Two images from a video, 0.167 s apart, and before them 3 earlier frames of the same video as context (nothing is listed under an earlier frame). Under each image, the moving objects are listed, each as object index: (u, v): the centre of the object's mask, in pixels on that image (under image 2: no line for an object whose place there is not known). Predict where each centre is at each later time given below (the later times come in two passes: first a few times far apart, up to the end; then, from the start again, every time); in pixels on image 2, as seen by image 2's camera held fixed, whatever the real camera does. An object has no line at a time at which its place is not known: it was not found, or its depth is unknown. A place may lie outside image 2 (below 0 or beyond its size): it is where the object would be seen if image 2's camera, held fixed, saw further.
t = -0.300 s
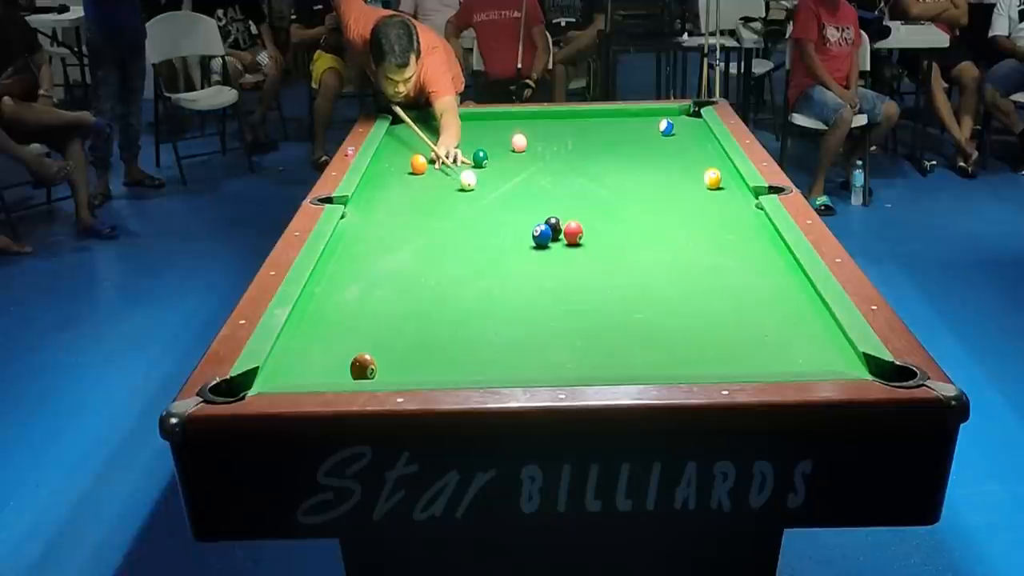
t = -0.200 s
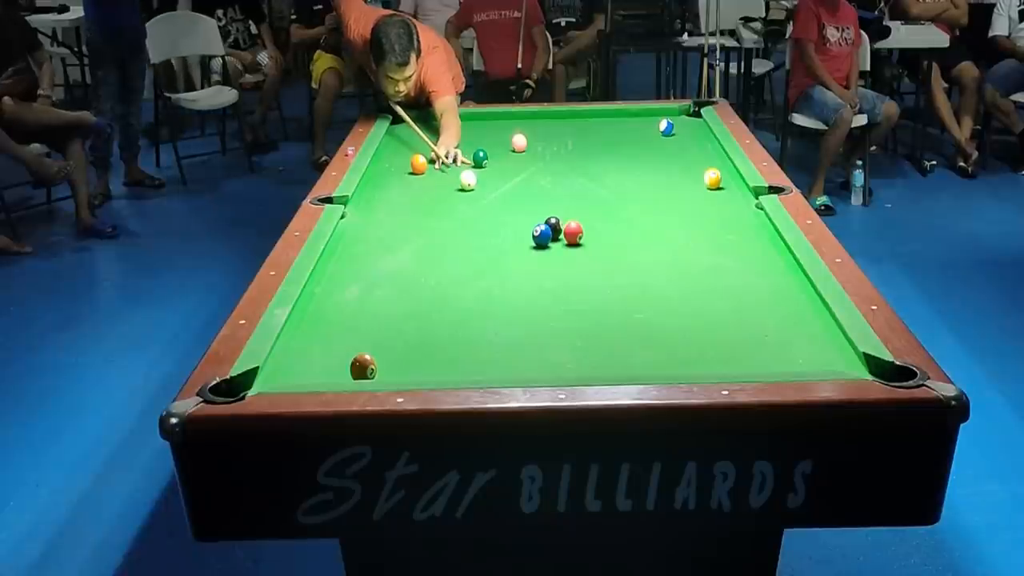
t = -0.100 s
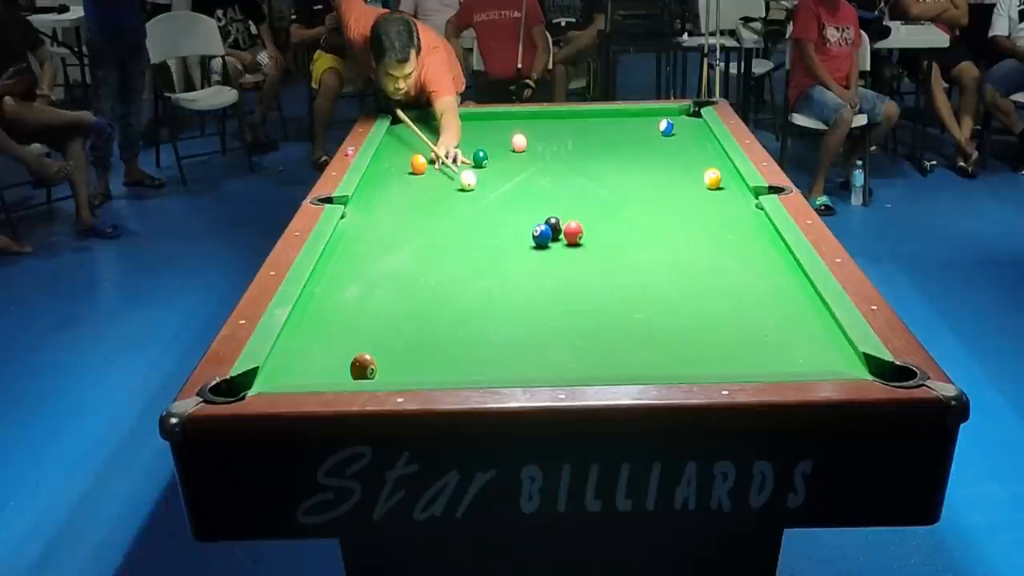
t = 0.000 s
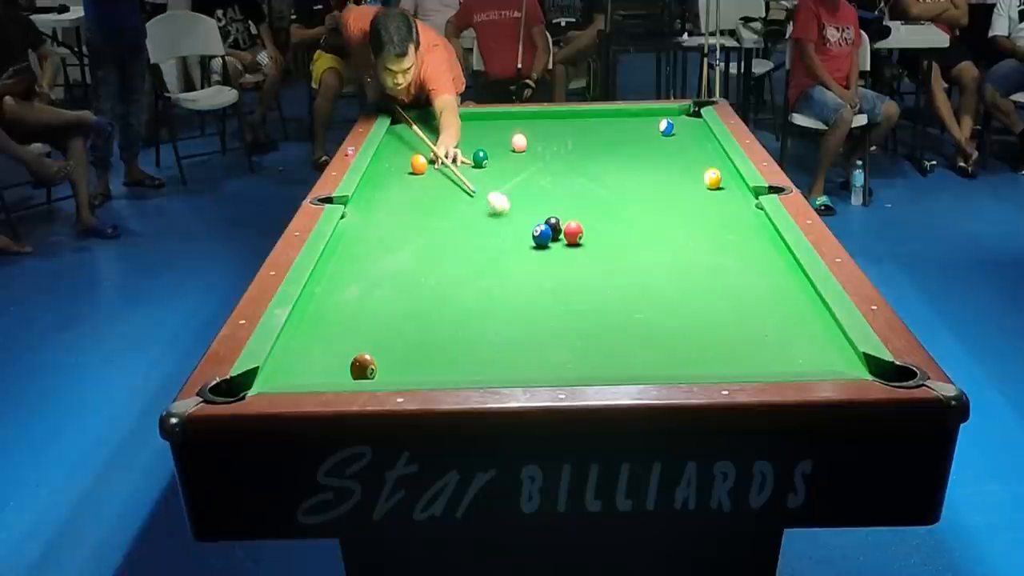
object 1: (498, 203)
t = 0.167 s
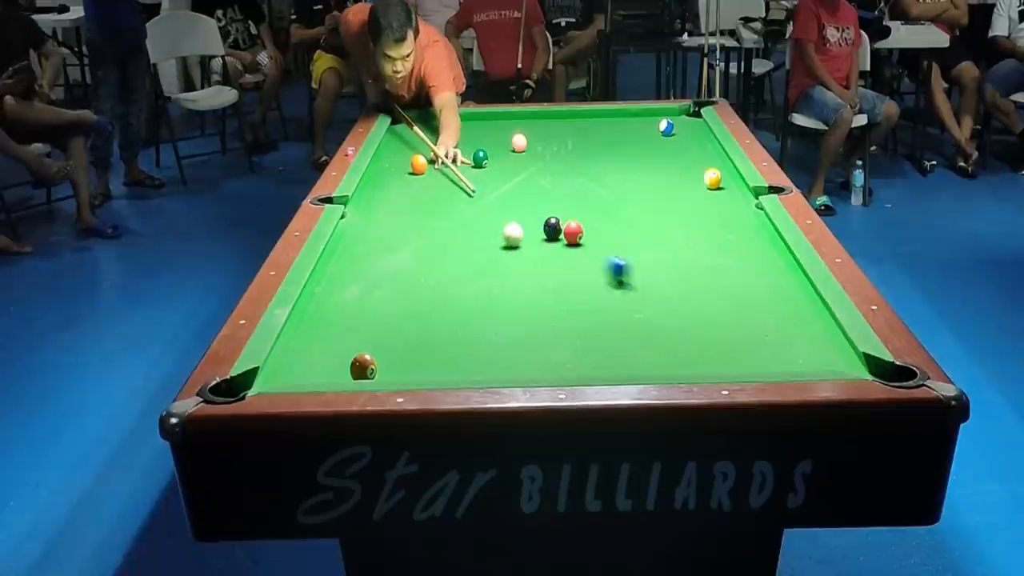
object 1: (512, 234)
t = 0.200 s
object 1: (507, 236)
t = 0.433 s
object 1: (469, 243)
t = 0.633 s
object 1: (437, 250)
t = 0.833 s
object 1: (405, 257)
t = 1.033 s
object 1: (374, 263)
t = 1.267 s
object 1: (338, 271)
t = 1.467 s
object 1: (325, 274)
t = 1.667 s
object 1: (337, 275)
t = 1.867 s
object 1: (346, 275)
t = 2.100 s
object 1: (356, 276)
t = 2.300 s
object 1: (362, 277)
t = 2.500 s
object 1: (367, 277)
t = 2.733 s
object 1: (372, 278)
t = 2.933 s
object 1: (374, 278)
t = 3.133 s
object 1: (375, 278)
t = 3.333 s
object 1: (375, 278)
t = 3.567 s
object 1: (375, 278)
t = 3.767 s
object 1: (375, 278)
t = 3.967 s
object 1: (375, 278)
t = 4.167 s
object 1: (375, 278)
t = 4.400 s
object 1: (375, 278)
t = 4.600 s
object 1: (375, 278)
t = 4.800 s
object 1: (375, 278)
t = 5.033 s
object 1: (375, 278)
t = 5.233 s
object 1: (375, 278)
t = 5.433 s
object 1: (375, 278)
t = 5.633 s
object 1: (375, 278)
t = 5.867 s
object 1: (375, 278)
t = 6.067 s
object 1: (375, 278)
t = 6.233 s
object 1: (375, 278)
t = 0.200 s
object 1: (507, 236)
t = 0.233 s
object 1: (502, 237)
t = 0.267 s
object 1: (496, 238)
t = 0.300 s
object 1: (491, 239)
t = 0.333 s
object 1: (485, 240)
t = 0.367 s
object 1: (480, 241)
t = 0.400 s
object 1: (475, 242)
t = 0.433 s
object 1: (469, 243)
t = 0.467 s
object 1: (464, 245)
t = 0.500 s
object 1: (459, 246)
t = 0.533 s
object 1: (453, 247)
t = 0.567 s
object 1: (448, 248)
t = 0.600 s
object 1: (442, 249)
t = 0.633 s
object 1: (437, 250)
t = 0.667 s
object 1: (432, 251)
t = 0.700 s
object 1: (426, 252)
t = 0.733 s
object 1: (421, 253)
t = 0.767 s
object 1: (416, 255)
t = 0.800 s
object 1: (411, 256)
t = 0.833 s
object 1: (405, 257)
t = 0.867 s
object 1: (400, 258)
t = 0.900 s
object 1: (395, 259)
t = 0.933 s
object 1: (390, 260)
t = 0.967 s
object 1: (384, 261)
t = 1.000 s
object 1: (379, 262)
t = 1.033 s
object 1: (374, 263)
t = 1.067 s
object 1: (368, 264)
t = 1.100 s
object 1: (363, 266)
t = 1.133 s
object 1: (358, 266)
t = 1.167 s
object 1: (353, 268)
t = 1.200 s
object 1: (348, 269)
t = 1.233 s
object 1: (343, 270)
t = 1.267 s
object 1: (338, 271)
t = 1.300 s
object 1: (333, 272)
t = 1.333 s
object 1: (328, 273)
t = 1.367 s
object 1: (323, 274)
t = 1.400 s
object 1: (322, 274)
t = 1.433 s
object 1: (323, 274)
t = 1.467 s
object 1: (325, 274)
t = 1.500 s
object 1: (327, 274)
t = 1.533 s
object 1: (329, 275)
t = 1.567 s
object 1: (331, 275)
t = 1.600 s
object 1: (333, 275)
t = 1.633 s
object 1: (335, 275)
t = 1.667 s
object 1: (337, 275)
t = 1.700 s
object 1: (338, 275)
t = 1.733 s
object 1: (340, 275)
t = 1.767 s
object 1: (341, 275)
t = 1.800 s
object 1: (343, 275)
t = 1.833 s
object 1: (345, 275)
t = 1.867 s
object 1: (346, 275)
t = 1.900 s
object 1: (348, 276)
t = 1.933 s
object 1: (349, 276)
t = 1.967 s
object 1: (351, 275)
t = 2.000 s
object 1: (352, 276)
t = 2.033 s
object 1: (353, 276)
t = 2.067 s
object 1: (355, 276)
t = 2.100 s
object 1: (356, 276)
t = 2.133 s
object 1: (357, 276)
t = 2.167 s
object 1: (358, 276)
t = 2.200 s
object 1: (360, 276)
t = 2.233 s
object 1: (361, 276)
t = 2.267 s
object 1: (361, 276)
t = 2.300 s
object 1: (362, 277)
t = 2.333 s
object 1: (363, 277)
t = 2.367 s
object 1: (364, 277)
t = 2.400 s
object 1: (365, 277)
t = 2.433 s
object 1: (366, 277)
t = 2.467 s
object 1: (366, 277)
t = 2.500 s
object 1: (367, 277)
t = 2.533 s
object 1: (368, 277)
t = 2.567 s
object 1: (369, 277)
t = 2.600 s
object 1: (369, 277)
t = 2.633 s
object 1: (370, 277)
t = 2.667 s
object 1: (370, 277)
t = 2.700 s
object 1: (371, 278)
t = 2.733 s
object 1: (372, 278)
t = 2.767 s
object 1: (372, 278)
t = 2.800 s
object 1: (372, 278)
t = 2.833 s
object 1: (373, 278)
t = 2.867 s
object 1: (373, 278)
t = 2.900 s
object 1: (374, 278)
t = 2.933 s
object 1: (374, 278)
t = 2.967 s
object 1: (374, 278)
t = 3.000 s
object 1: (374, 278)
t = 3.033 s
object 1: (375, 278)
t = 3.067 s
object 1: (375, 278)
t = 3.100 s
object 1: (375, 278)
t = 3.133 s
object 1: (375, 278)
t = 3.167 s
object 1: (375, 278)
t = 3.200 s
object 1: (375, 278)
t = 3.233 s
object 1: (375, 278)
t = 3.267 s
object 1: (375, 278)
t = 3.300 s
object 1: (375, 278)
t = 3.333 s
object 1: (375, 278)
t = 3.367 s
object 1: (375, 278)
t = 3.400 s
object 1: (375, 278)
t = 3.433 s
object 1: (375, 278)
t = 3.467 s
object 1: (375, 278)
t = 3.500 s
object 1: (375, 278)
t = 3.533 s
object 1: (375, 278)
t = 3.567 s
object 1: (375, 278)
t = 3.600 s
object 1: (375, 278)
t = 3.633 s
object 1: (375, 278)
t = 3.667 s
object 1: (375, 278)
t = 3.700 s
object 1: (375, 278)
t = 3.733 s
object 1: (375, 278)
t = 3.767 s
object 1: (375, 278)
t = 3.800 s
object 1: (375, 278)
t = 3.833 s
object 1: (375, 278)
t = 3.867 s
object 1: (375, 278)
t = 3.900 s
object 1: (375, 278)
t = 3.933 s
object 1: (375, 278)
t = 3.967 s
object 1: (375, 278)
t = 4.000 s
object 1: (375, 278)
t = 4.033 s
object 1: (375, 278)
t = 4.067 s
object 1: (375, 278)
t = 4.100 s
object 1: (375, 278)
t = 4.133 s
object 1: (375, 278)
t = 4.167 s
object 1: (375, 278)
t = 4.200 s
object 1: (375, 278)
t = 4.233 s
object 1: (375, 278)
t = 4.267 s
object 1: (375, 278)
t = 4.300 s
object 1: (375, 278)
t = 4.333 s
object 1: (375, 278)
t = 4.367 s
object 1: (375, 278)
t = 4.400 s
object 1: (375, 278)
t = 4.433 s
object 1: (375, 278)
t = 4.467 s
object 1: (375, 278)
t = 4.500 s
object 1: (375, 278)
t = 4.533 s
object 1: (375, 278)
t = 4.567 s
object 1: (375, 278)
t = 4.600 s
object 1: (375, 278)
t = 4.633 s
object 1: (375, 278)
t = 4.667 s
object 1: (375, 278)
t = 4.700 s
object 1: (375, 278)
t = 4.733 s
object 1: (375, 278)
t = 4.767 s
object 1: (375, 278)
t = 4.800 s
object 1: (375, 278)
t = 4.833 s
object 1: (375, 278)
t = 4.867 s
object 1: (375, 278)
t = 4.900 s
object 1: (375, 278)
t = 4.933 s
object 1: (375, 278)
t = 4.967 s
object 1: (375, 278)
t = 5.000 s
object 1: (375, 278)
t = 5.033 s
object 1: (375, 278)
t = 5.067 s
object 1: (375, 278)
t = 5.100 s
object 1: (375, 278)
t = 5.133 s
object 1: (375, 278)
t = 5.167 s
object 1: (375, 278)
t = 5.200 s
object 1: (375, 278)
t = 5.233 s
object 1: (375, 278)
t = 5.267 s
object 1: (375, 278)
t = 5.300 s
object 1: (375, 278)
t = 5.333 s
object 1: (375, 278)
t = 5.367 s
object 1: (375, 278)
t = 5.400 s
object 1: (375, 278)
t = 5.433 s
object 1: (375, 278)
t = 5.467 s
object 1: (375, 278)
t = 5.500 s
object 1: (375, 278)
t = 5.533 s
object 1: (375, 278)
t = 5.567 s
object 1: (375, 278)
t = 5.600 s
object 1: (375, 278)
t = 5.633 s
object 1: (375, 278)
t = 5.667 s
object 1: (375, 278)
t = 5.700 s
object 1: (375, 278)
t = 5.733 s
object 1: (375, 278)
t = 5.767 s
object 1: (375, 278)
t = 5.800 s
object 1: (375, 278)
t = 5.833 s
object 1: (375, 278)
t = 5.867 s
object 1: (375, 278)
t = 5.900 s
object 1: (375, 278)
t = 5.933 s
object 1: (375, 278)
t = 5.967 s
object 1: (375, 278)
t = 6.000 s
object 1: (375, 278)
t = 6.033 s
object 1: (375, 278)
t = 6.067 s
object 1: (375, 278)
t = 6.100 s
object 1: (375, 278)
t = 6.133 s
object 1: (375, 278)
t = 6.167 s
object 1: (375, 278)
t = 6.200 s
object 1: (375, 278)
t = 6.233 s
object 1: (375, 278)
